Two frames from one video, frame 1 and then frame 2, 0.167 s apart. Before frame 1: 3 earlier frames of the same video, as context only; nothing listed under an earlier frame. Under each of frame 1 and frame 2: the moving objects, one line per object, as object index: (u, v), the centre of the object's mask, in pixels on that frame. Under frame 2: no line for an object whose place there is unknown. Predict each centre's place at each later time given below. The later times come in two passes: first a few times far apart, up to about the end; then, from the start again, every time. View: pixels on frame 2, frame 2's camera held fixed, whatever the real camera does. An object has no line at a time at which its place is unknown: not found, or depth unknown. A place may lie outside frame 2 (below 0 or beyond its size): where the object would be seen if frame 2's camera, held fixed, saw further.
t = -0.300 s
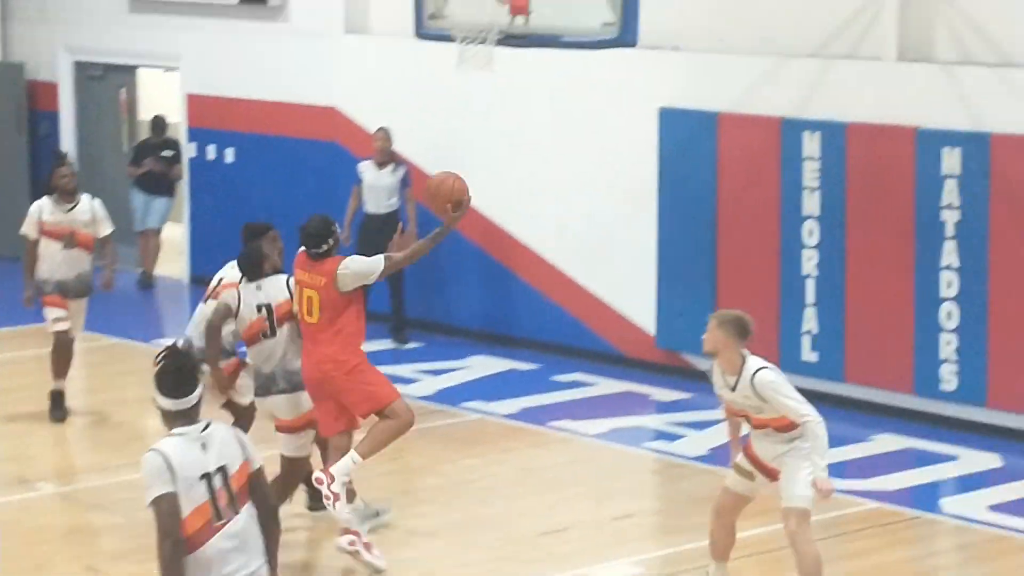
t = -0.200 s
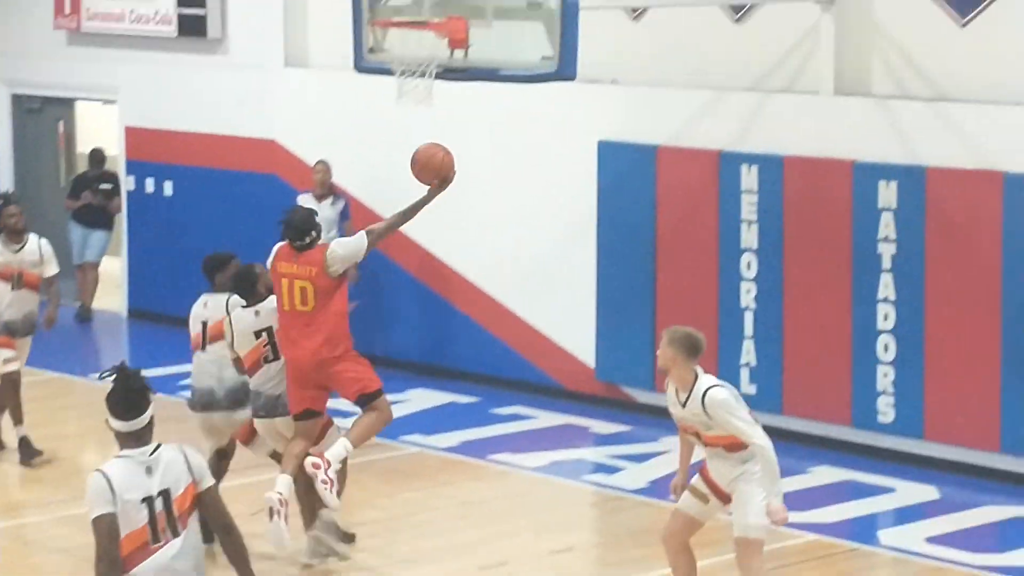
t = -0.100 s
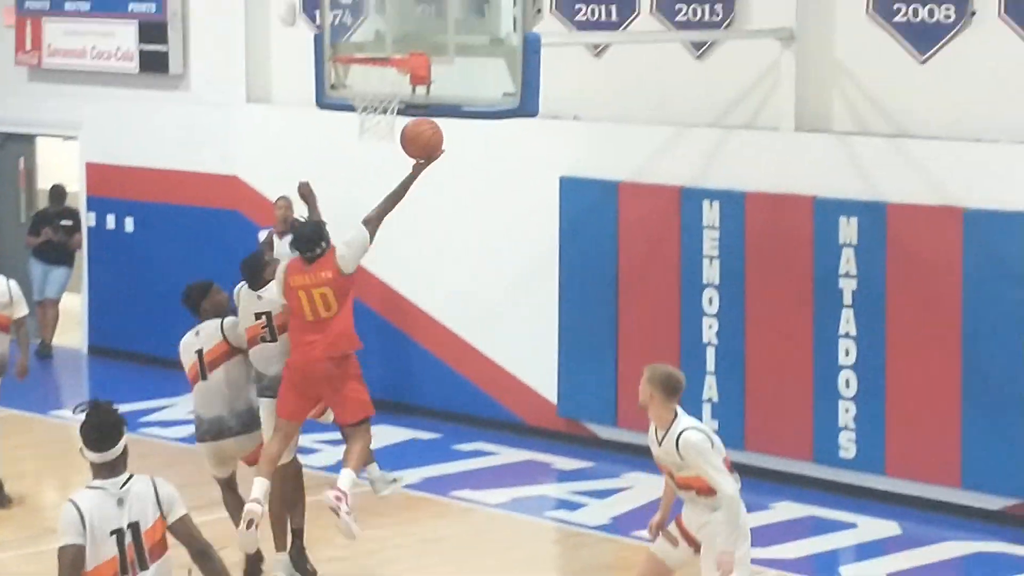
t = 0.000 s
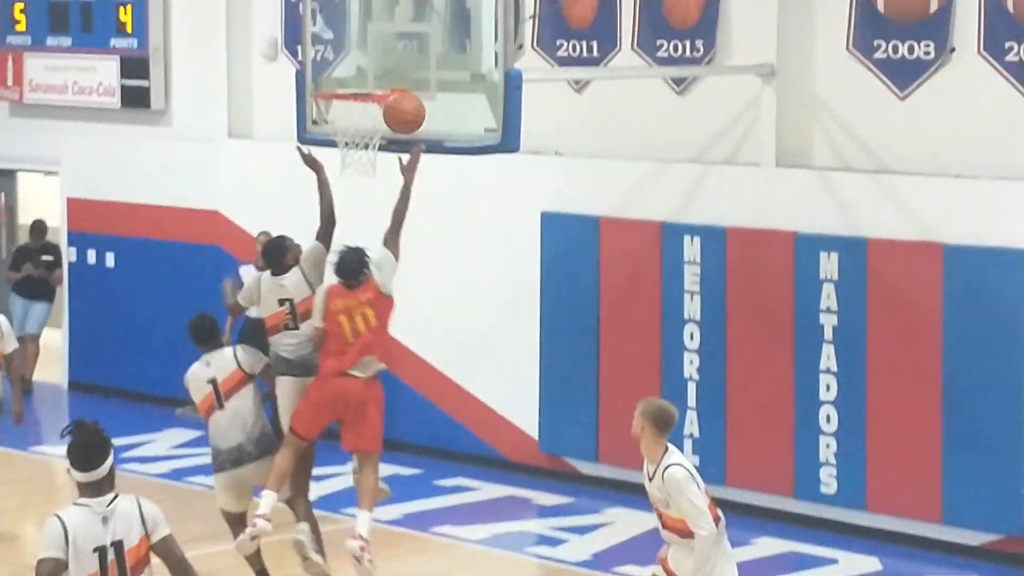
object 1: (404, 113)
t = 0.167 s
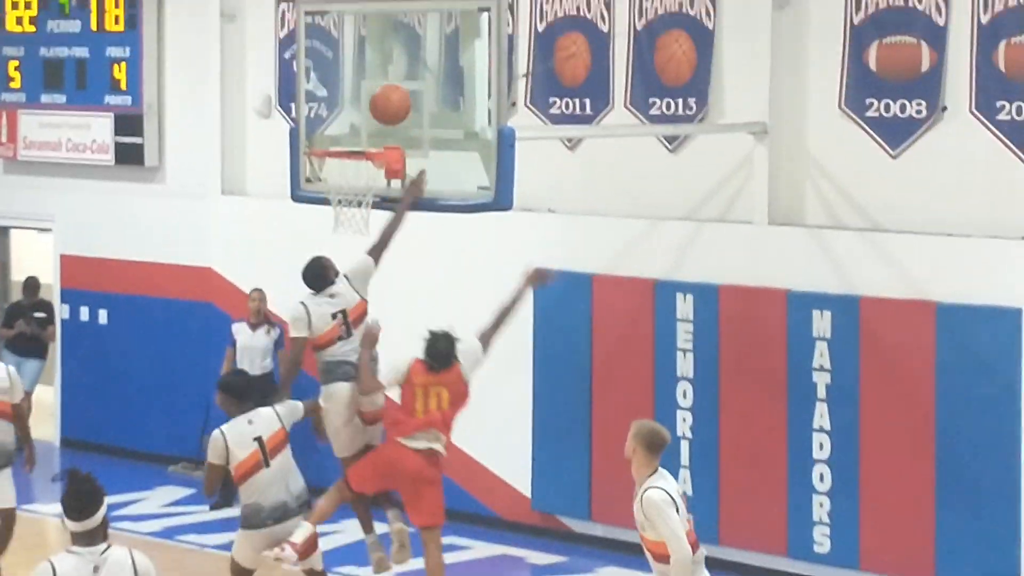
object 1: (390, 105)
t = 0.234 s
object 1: (387, 92)
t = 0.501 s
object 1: (367, 110)
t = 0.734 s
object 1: (317, 113)
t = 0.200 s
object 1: (388, 97)
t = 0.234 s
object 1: (387, 92)
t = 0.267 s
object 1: (386, 89)
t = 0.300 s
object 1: (384, 87)
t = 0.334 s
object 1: (383, 87)
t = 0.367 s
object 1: (382, 89)
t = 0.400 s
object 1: (380, 94)
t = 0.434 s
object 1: (379, 99)
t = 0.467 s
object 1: (376, 105)
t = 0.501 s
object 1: (367, 110)
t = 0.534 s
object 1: (358, 116)
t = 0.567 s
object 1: (349, 125)
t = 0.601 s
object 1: (341, 130)
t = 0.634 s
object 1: (335, 124)
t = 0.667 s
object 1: (330, 118)
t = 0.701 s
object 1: (323, 115)
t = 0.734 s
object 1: (317, 113)
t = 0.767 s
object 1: (311, 113)
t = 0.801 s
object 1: (305, 115)
